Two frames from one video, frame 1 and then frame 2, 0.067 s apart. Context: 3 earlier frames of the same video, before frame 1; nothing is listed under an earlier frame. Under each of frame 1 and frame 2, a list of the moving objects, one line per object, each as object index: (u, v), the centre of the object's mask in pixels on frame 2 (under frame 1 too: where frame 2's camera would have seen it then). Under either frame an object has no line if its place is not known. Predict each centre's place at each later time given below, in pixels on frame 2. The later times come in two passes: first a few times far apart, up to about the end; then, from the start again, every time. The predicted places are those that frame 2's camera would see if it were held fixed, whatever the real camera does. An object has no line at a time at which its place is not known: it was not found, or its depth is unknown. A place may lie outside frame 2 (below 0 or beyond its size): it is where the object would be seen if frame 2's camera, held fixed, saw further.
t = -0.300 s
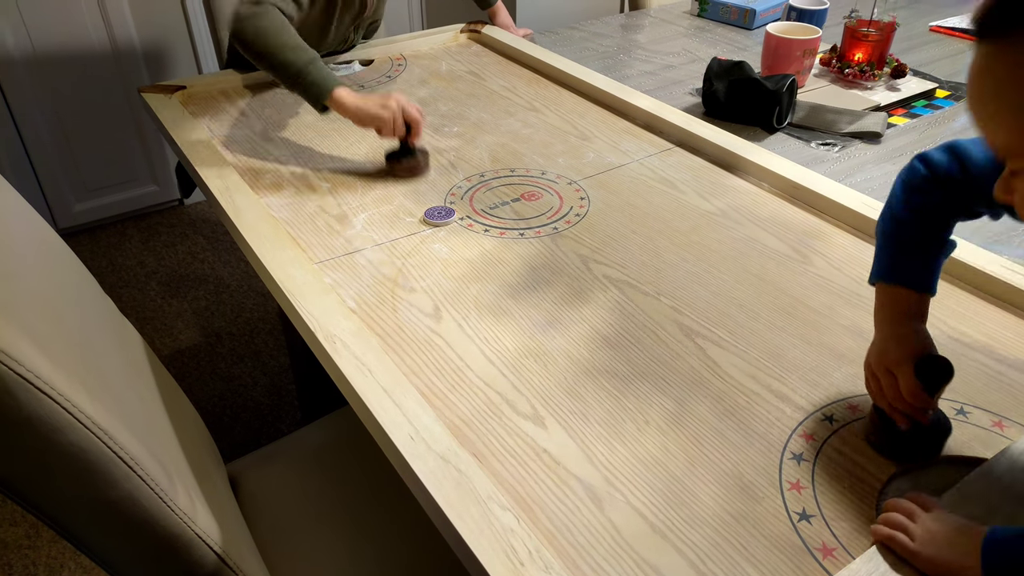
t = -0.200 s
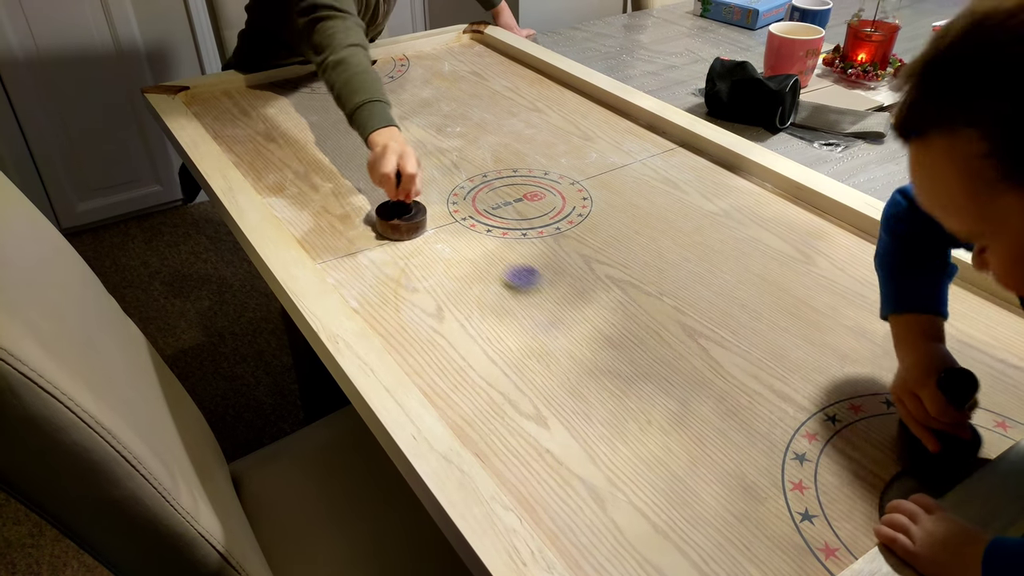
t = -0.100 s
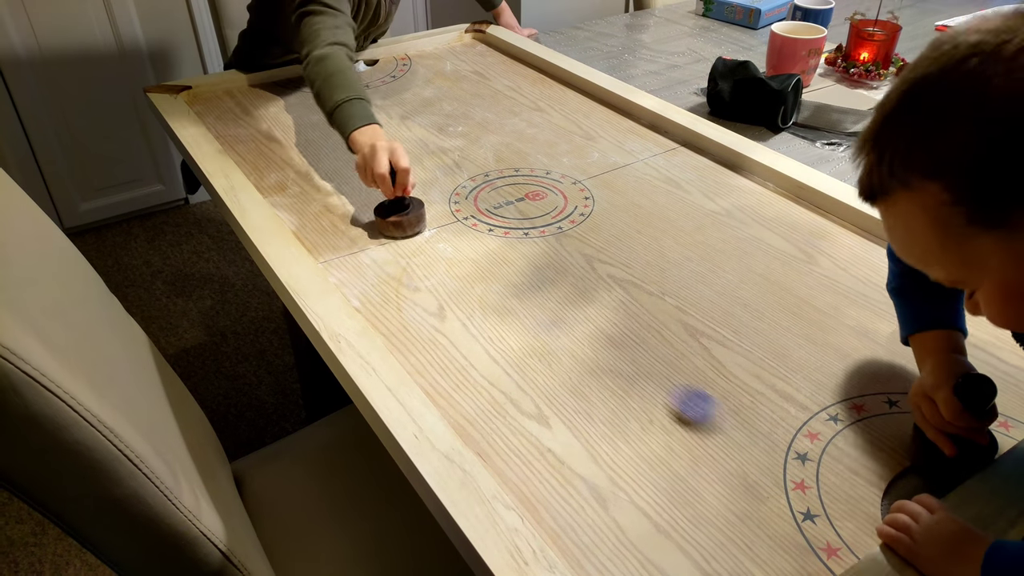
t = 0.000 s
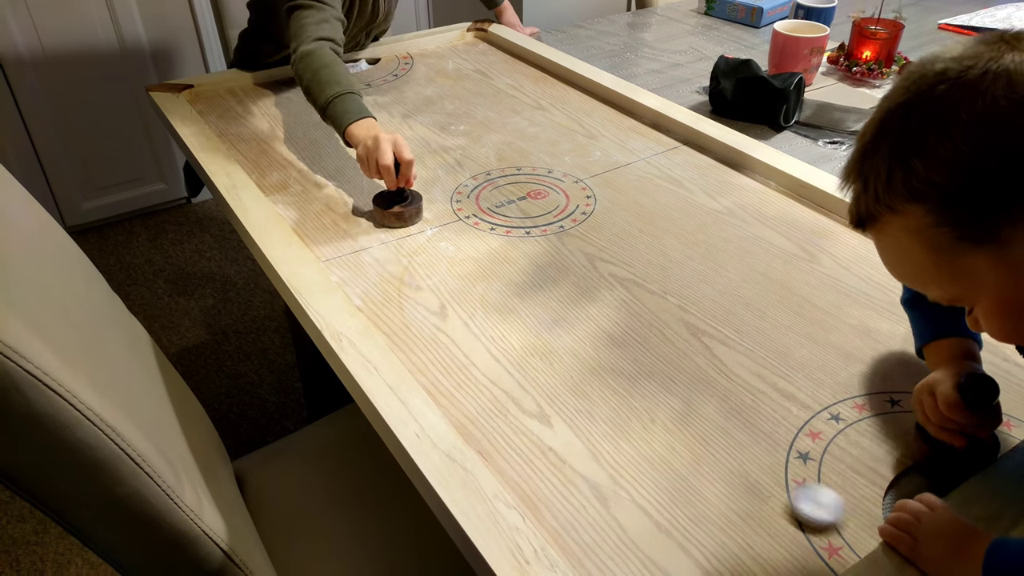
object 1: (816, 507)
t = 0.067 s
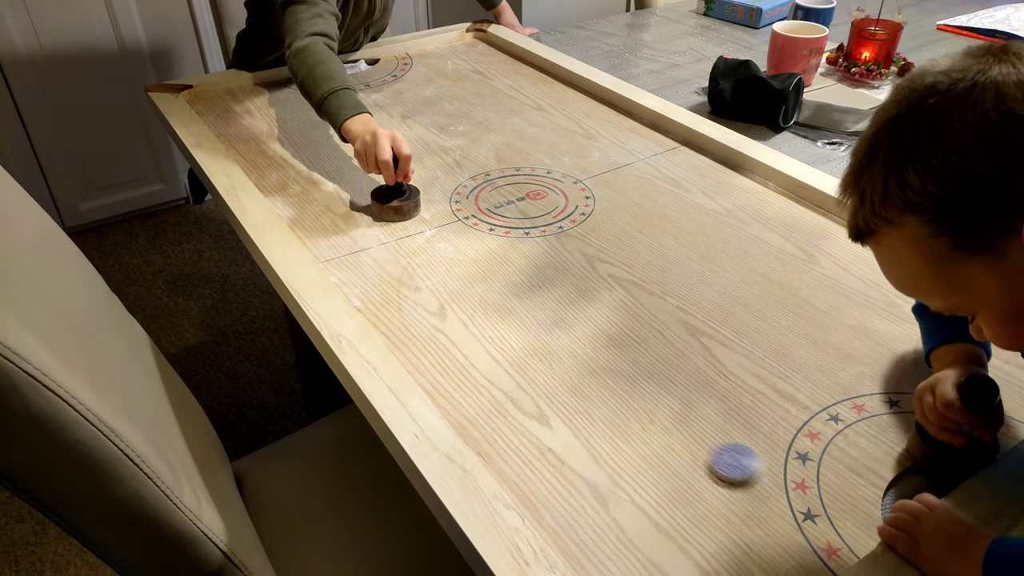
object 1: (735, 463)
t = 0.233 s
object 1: (592, 385)
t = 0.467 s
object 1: (487, 325)
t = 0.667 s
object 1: (451, 300)
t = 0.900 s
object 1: (447, 294)
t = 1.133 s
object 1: (447, 294)
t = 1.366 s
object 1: (447, 294)
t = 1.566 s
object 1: (447, 294)
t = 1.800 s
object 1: (447, 294)
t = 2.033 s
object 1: (447, 294)
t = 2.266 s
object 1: (447, 294)
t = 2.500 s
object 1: (447, 294)
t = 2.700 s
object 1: (447, 294)
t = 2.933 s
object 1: (447, 294)
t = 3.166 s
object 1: (447, 294)
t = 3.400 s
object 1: (447, 294)
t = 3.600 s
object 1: (447, 294)
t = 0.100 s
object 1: (700, 444)
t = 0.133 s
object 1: (669, 427)
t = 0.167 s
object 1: (641, 412)
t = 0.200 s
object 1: (615, 398)
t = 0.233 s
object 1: (592, 385)
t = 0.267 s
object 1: (572, 373)
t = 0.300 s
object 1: (553, 363)
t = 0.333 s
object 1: (536, 353)
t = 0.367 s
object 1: (522, 345)
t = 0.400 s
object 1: (508, 337)
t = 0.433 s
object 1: (497, 330)
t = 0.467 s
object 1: (487, 325)
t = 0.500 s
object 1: (478, 319)
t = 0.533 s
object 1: (470, 314)
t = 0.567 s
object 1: (463, 310)
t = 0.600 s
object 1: (458, 306)
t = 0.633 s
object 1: (454, 303)
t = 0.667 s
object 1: (451, 300)
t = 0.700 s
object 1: (448, 298)
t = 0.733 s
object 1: (447, 296)
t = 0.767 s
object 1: (446, 295)
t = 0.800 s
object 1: (447, 294)
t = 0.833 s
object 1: (447, 294)
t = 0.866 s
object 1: (447, 294)
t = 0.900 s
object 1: (447, 294)
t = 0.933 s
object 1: (447, 294)
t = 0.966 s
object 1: (447, 294)
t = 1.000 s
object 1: (447, 294)
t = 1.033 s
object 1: (447, 294)
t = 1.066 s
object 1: (447, 294)
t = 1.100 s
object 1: (447, 294)
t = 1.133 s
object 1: (447, 294)
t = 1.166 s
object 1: (447, 294)
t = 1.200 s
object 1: (447, 294)
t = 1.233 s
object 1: (447, 294)
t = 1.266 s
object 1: (447, 294)
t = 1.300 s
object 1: (447, 294)
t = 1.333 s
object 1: (447, 294)
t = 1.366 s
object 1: (447, 294)
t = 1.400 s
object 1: (447, 294)
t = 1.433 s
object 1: (447, 294)
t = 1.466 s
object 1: (447, 294)
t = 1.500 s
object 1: (447, 294)
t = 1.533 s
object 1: (447, 294)
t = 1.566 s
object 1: (447, 294)
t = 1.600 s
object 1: (447, 294)
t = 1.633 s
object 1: (447, 294)
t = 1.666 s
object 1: (447, 294)
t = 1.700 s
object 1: (447, 294)
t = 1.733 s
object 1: (447, 294)
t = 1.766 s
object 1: (447, 294)
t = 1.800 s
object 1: (447, 294)
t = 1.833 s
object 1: (447, 294)
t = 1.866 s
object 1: (447, 294)
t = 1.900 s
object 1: (447, 294)
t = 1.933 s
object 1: (447, 294)
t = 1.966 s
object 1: (447, 294)
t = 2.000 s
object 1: (447, 294)
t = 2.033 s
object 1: (447, 294)
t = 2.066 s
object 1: (447, 294)
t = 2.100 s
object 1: (447, 294)
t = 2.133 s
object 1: (447, 294)
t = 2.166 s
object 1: (447, 294)
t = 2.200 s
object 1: (447, 294)
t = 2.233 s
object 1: (447, 294)
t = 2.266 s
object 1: (447, 294)
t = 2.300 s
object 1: (447, 294)
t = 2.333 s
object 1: (447, 294)
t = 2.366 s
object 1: (447, 294)
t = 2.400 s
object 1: (447, 294)
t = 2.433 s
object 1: (447, 294)
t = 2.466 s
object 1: (447, 294)
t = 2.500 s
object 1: (447, 294)
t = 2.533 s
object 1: (447, 294)
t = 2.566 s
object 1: (447, 294)
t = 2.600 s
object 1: (447, 294)
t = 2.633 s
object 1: (447, 294)
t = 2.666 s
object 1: (447, 294)
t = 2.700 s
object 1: (447, 294)
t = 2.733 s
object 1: (447, 294)
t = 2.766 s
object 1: (447, 294)
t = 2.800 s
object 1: (447, 294)
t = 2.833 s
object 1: (447, 294)
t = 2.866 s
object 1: (447, 294)
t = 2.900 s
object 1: (447, 294)
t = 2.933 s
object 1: (447, 294)
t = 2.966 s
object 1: (447, 294)
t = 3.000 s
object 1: (447, 294)
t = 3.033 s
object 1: (447, 294)
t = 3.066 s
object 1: (447, 294)
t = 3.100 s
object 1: (447, 294)
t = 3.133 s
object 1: (447, 294)
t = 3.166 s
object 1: (447, 294)
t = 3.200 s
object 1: (447, 294)
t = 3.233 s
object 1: (447, 294)
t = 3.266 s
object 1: (447, 294)
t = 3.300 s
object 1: (447, 294)
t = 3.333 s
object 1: (447, 294)
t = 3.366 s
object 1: (447, 294)
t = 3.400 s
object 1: (447, 294)
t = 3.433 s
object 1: (447, 294)
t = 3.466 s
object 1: (447, 294)
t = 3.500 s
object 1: (447, 294)
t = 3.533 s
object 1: (447, 294)
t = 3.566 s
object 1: (447, 294)
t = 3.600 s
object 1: (447, 294)
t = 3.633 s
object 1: (447, 294)
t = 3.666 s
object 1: (447, 294)
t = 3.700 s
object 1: (447, 294)
